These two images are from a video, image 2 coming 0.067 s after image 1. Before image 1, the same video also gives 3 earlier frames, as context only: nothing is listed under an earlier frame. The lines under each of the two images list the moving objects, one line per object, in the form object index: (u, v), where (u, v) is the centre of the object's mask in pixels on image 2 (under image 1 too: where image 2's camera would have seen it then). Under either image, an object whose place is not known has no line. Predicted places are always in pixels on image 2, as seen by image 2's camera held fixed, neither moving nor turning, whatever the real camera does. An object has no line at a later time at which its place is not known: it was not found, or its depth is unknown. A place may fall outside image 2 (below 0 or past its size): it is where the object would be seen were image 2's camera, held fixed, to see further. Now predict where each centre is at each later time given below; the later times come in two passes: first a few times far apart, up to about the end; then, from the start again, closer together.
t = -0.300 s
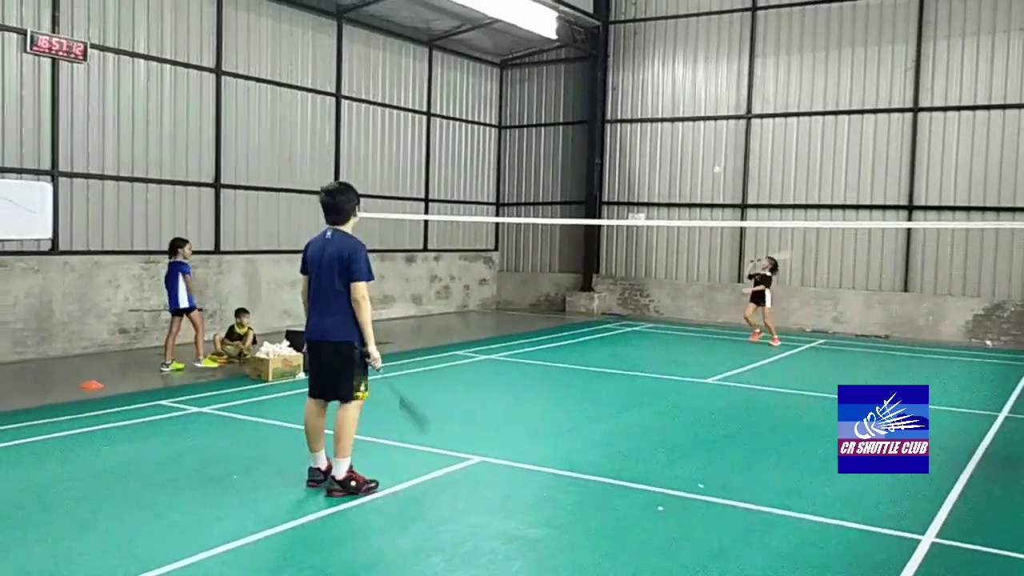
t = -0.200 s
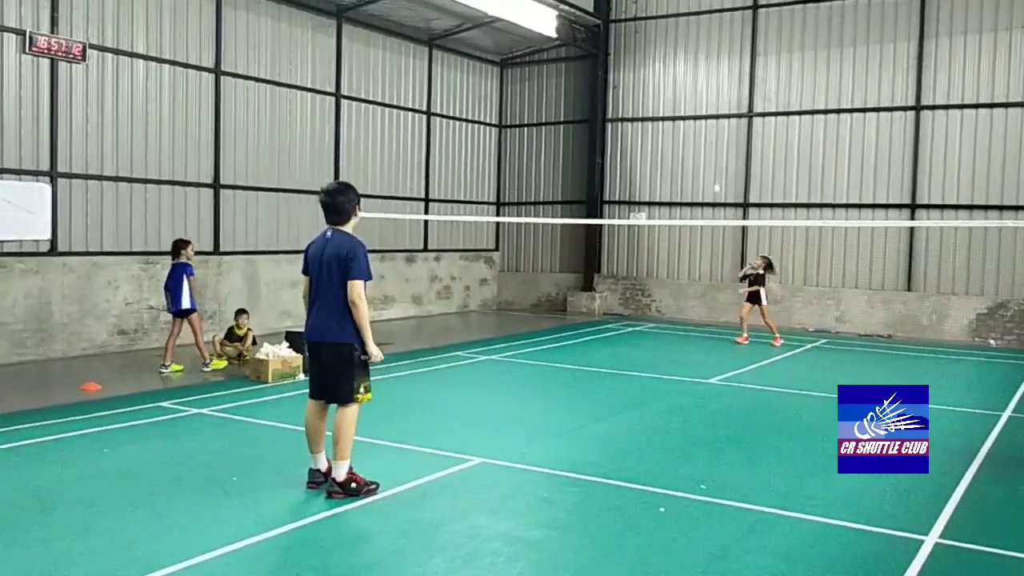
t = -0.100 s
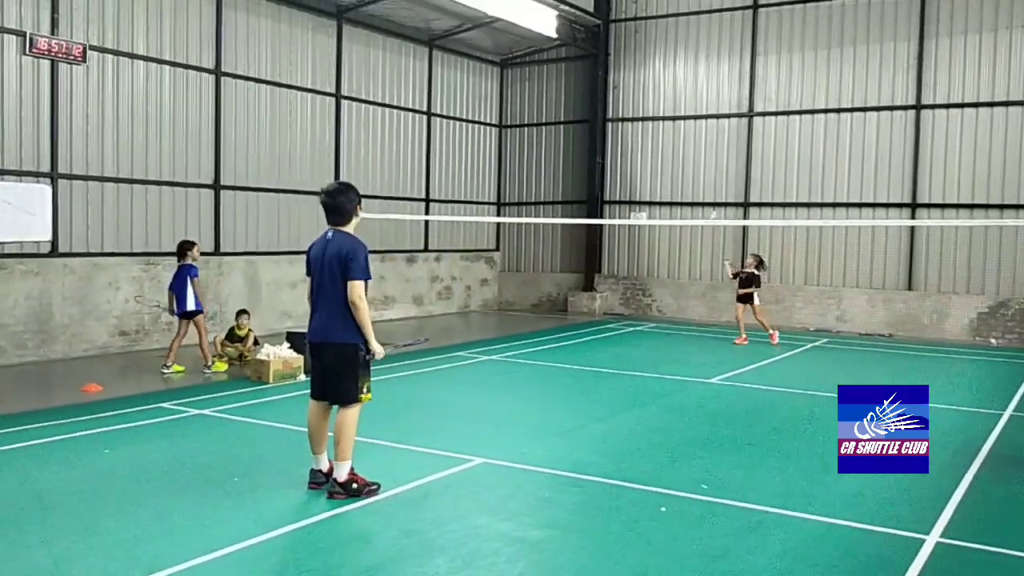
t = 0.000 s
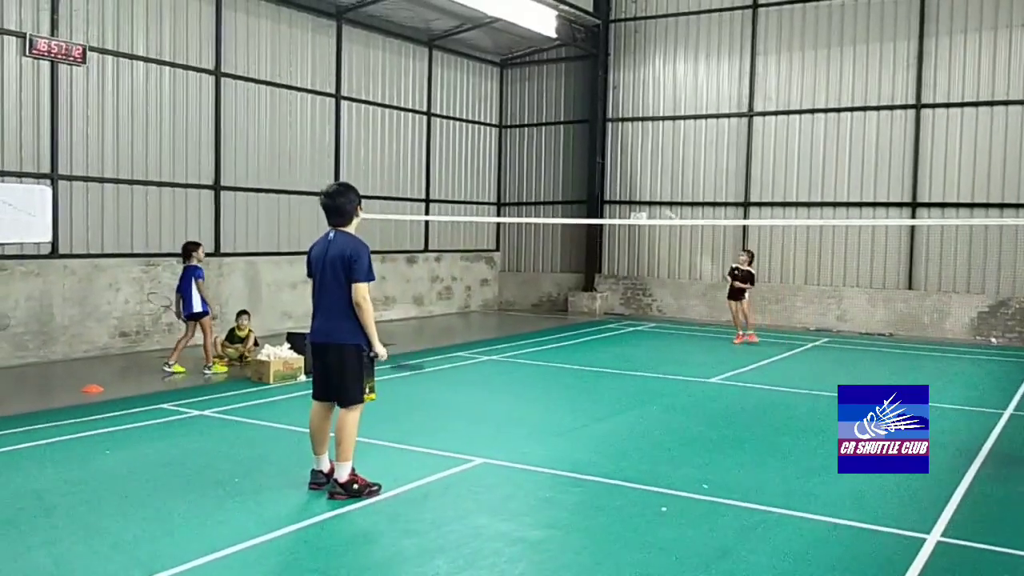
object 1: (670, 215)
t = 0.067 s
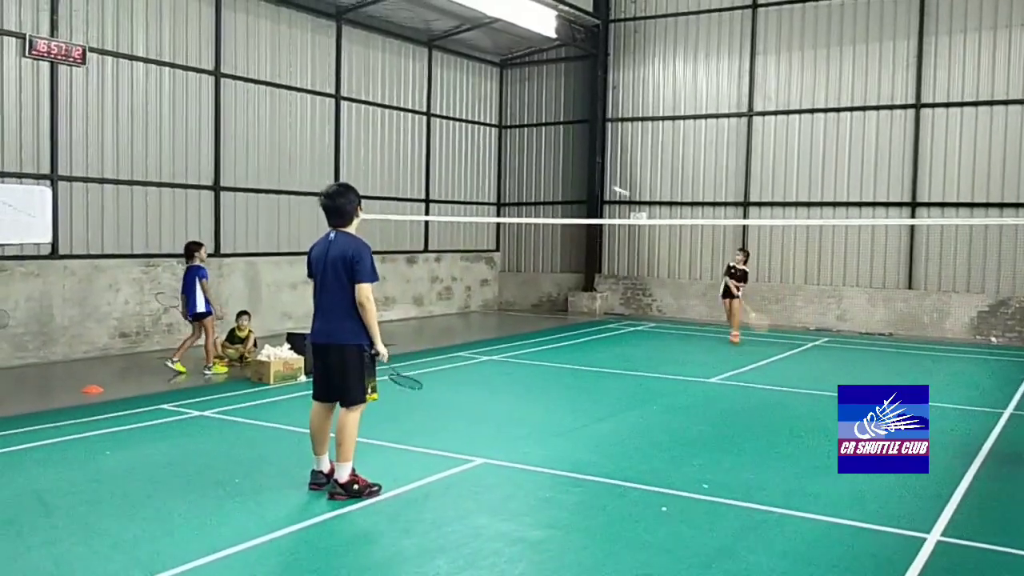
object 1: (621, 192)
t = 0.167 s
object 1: (549, 162)
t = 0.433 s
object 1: (373, 141)
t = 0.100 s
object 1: (595, 180)
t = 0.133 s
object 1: (572, 170)
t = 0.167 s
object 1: (549, 162)
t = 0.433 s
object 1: (373, 141)
